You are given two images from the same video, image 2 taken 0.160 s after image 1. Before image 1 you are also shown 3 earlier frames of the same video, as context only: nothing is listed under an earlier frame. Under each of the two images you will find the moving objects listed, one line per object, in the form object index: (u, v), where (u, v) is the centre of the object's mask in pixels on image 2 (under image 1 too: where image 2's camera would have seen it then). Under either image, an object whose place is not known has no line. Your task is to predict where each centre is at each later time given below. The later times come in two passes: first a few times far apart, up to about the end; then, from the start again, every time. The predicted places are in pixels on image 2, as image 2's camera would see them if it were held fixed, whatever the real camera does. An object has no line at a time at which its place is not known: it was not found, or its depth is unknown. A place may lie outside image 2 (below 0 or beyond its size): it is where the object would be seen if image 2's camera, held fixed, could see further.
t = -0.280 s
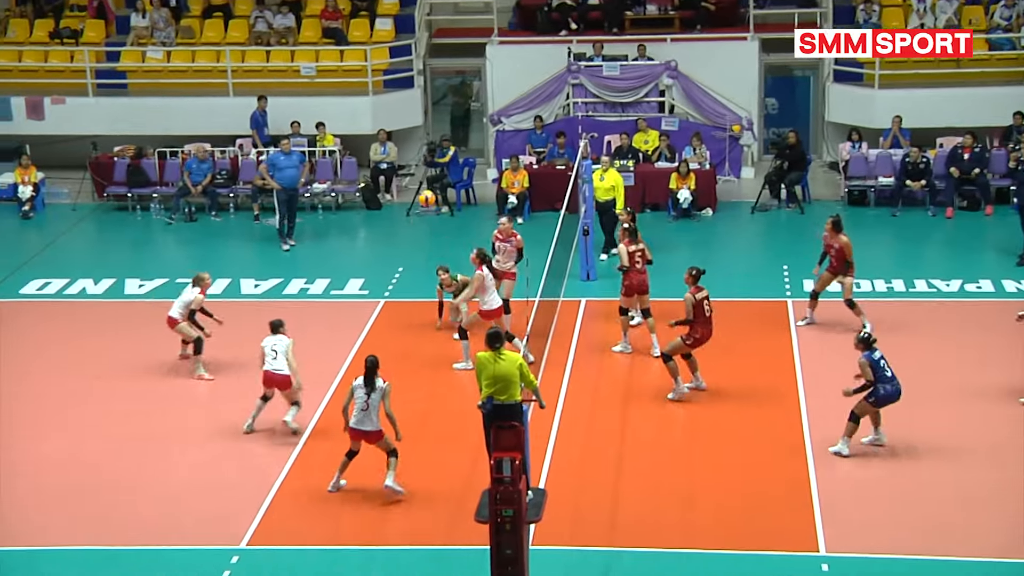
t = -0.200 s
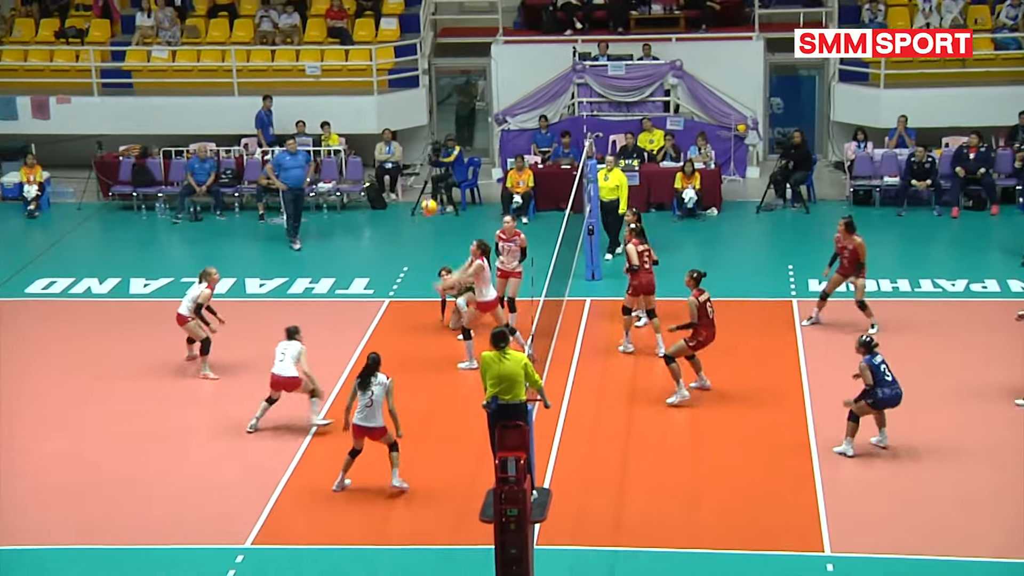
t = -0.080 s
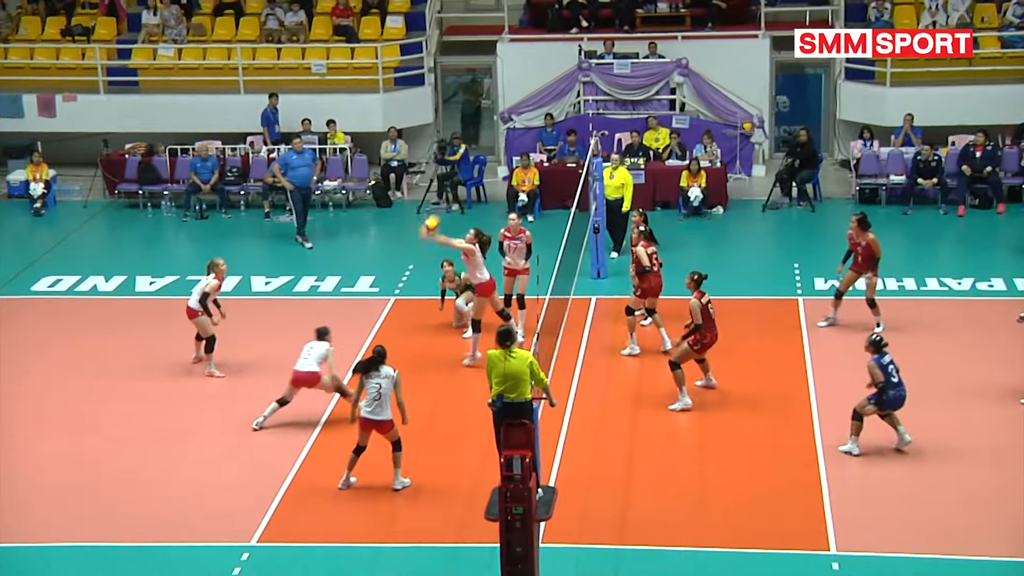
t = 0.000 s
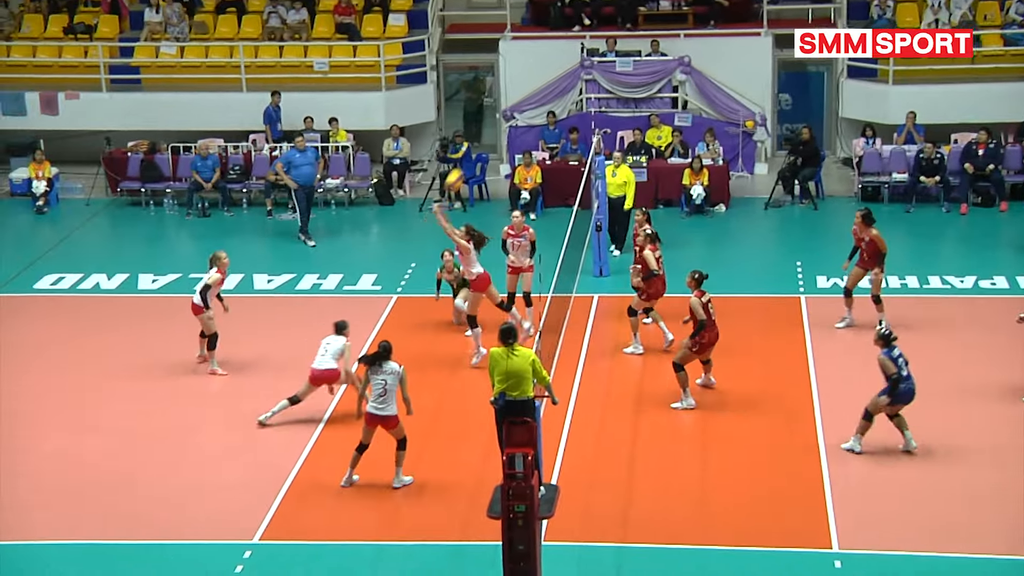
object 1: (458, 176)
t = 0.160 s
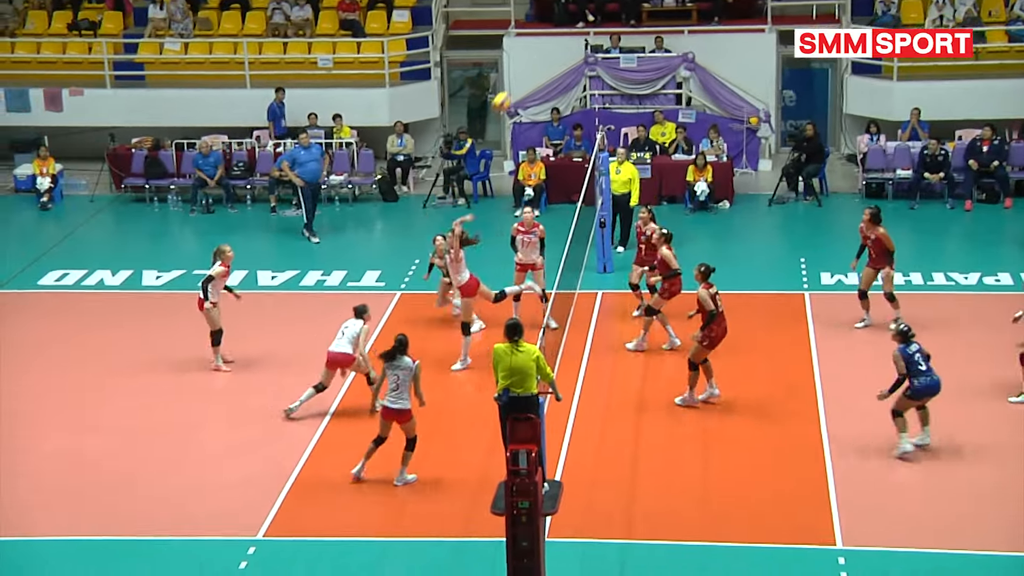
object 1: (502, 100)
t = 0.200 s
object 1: (514, 84)
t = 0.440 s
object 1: (581, 19)
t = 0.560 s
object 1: (614, 4)
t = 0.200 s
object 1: (514, 84)
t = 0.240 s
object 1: (524, 70)
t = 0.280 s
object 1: (536, 58)
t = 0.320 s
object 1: (546, 45)
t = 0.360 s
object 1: (558, 35)
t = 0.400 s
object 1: (569, 24)
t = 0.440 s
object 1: (581, 19)
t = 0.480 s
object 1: (591, 13)
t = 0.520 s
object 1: (602, 7)
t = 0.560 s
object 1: (614, 4)
